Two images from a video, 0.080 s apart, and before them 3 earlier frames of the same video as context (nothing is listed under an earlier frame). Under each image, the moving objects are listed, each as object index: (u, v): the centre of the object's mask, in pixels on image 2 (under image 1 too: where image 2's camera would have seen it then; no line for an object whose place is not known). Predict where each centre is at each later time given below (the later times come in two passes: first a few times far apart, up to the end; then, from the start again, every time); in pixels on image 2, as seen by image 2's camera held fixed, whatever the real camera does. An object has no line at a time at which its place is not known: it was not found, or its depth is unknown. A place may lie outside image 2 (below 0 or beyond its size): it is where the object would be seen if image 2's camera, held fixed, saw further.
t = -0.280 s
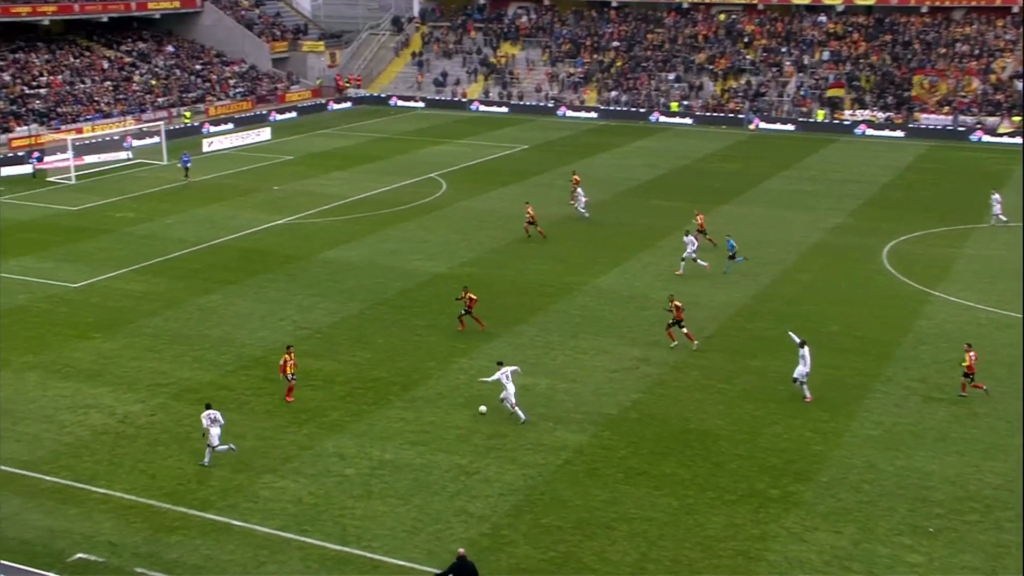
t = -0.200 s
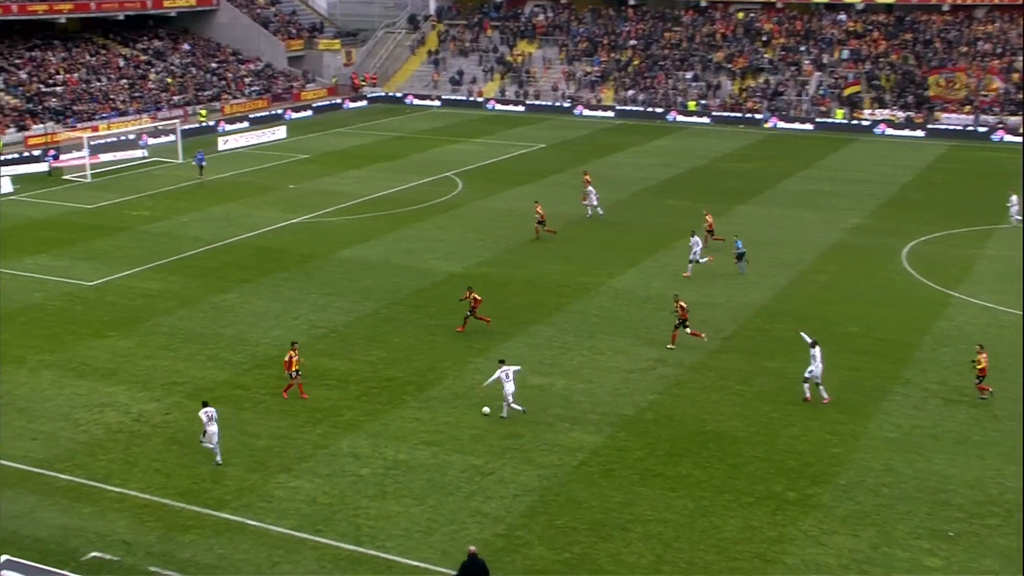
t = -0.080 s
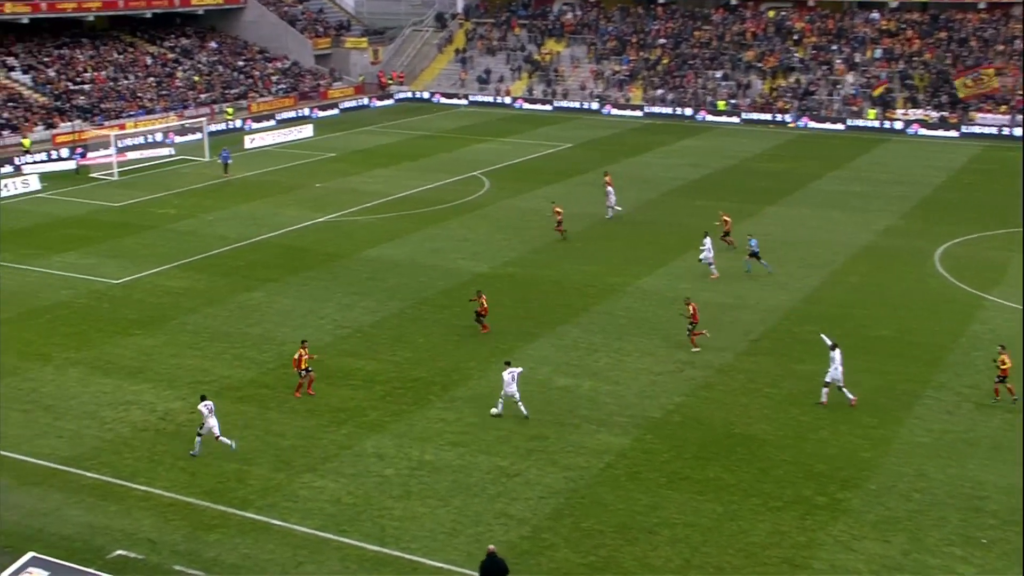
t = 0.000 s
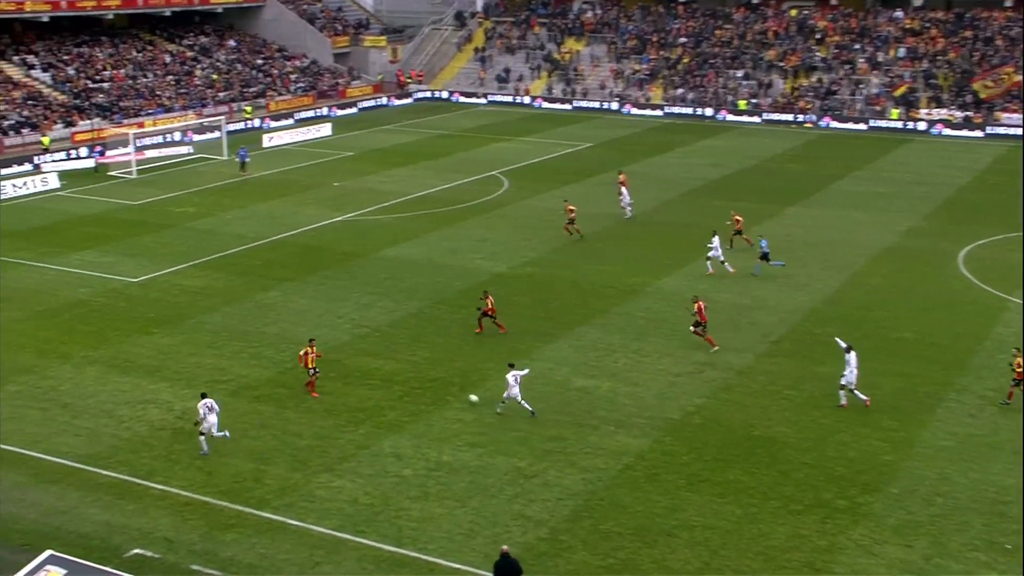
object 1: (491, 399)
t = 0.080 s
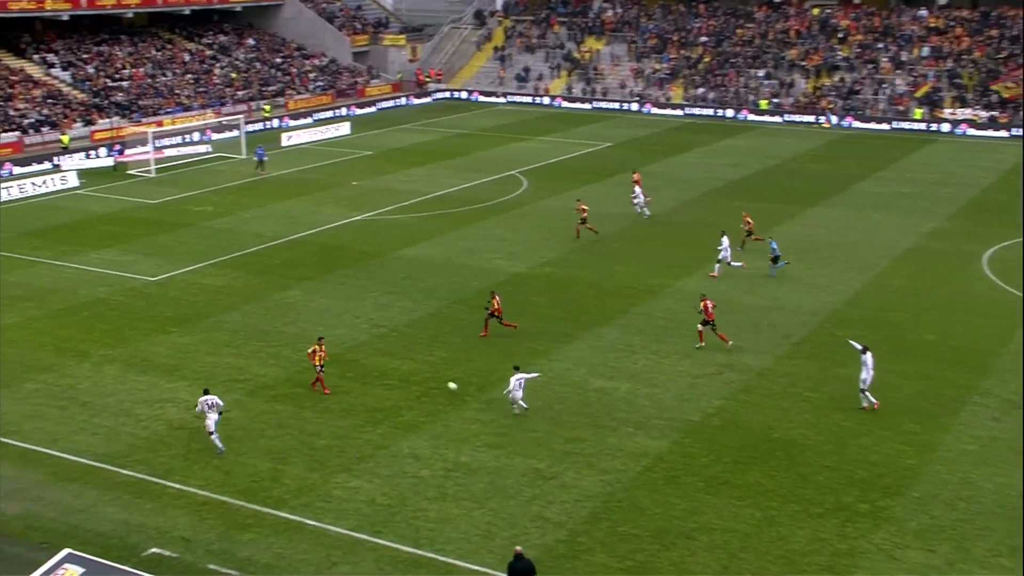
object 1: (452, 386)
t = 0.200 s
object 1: (397, 370)
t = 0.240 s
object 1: (380, 366)
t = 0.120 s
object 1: (433, 380)
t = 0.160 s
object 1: (414, 375)
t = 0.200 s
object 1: (397, 370)
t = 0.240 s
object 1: (380, 366)
